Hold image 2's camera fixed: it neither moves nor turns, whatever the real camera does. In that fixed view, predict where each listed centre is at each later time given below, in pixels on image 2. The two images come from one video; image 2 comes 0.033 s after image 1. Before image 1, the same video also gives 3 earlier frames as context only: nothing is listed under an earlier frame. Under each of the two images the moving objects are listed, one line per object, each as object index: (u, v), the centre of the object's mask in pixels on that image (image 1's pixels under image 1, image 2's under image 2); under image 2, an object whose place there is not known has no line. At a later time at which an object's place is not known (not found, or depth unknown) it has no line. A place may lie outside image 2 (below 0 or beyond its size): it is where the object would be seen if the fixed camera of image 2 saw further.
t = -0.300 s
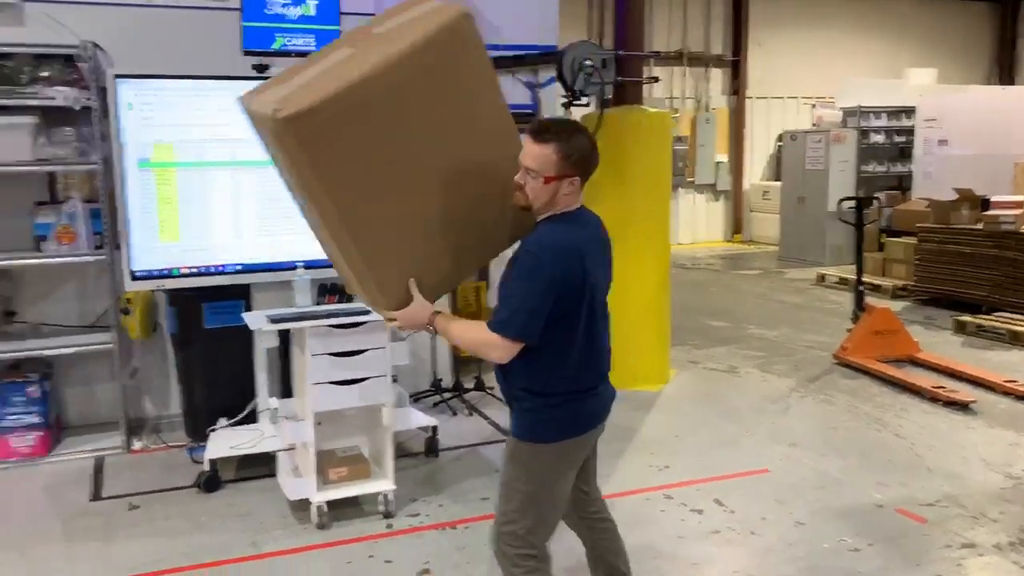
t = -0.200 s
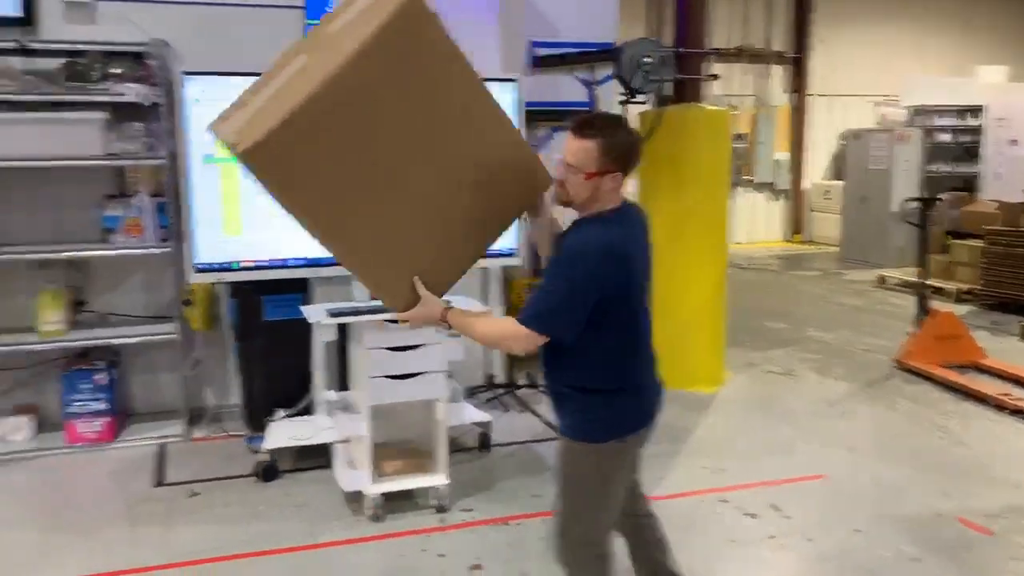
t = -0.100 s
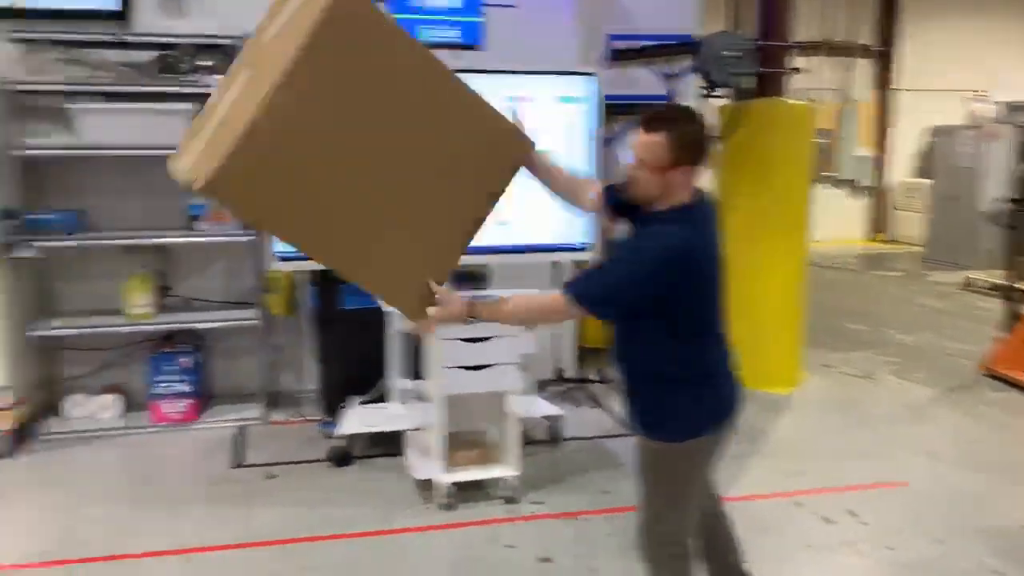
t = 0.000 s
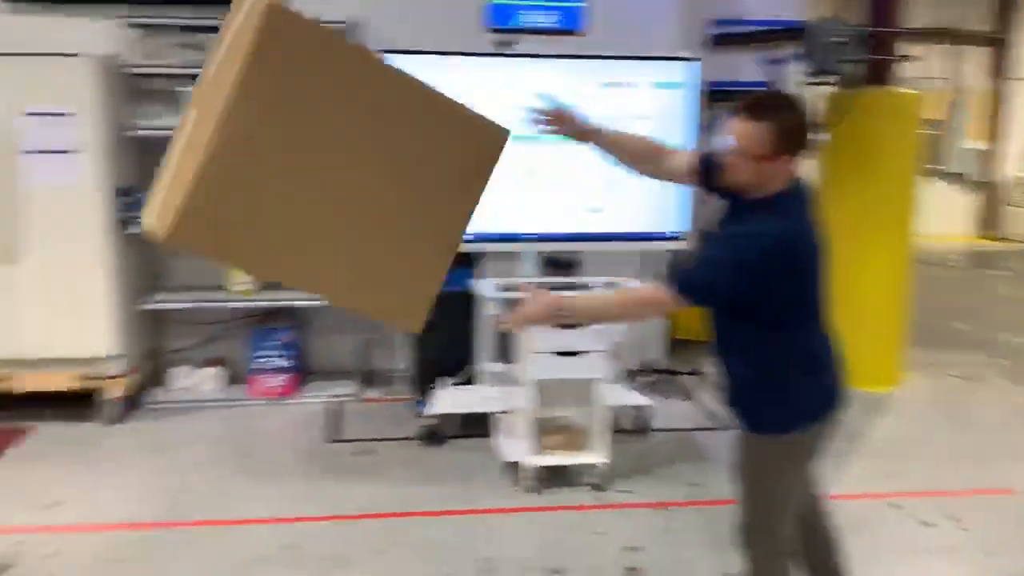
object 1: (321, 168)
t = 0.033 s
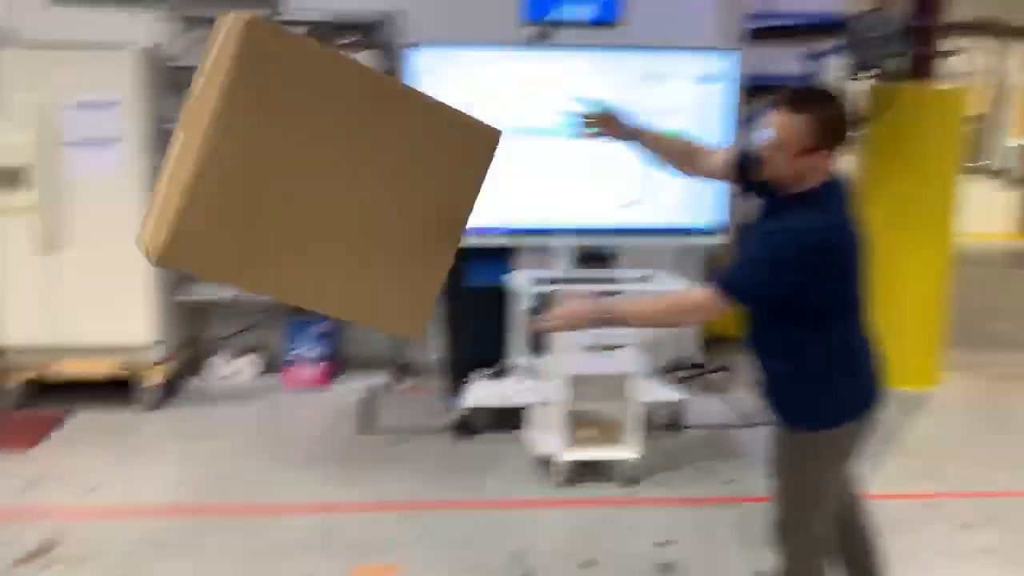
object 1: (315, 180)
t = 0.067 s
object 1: (269, 209)
